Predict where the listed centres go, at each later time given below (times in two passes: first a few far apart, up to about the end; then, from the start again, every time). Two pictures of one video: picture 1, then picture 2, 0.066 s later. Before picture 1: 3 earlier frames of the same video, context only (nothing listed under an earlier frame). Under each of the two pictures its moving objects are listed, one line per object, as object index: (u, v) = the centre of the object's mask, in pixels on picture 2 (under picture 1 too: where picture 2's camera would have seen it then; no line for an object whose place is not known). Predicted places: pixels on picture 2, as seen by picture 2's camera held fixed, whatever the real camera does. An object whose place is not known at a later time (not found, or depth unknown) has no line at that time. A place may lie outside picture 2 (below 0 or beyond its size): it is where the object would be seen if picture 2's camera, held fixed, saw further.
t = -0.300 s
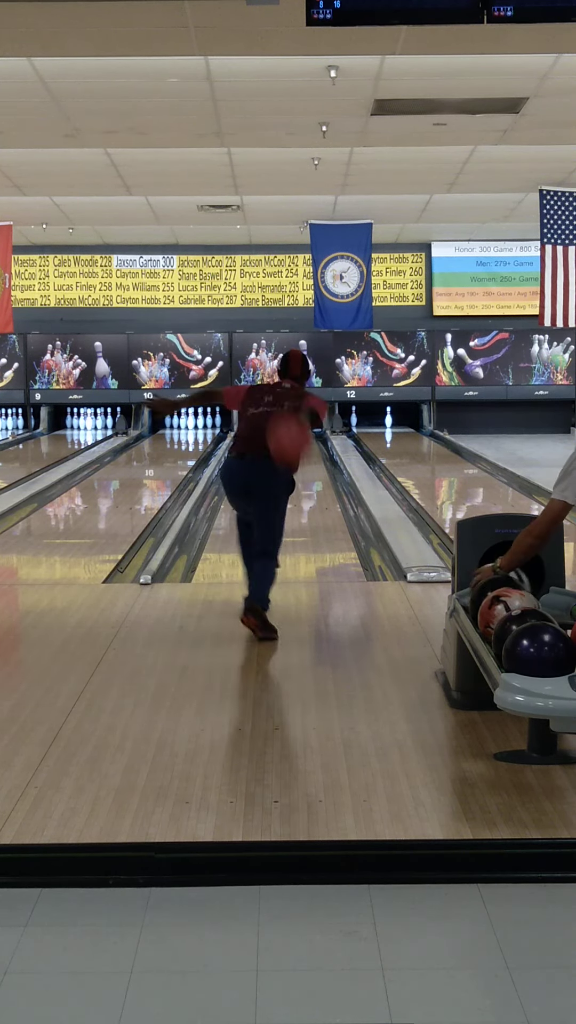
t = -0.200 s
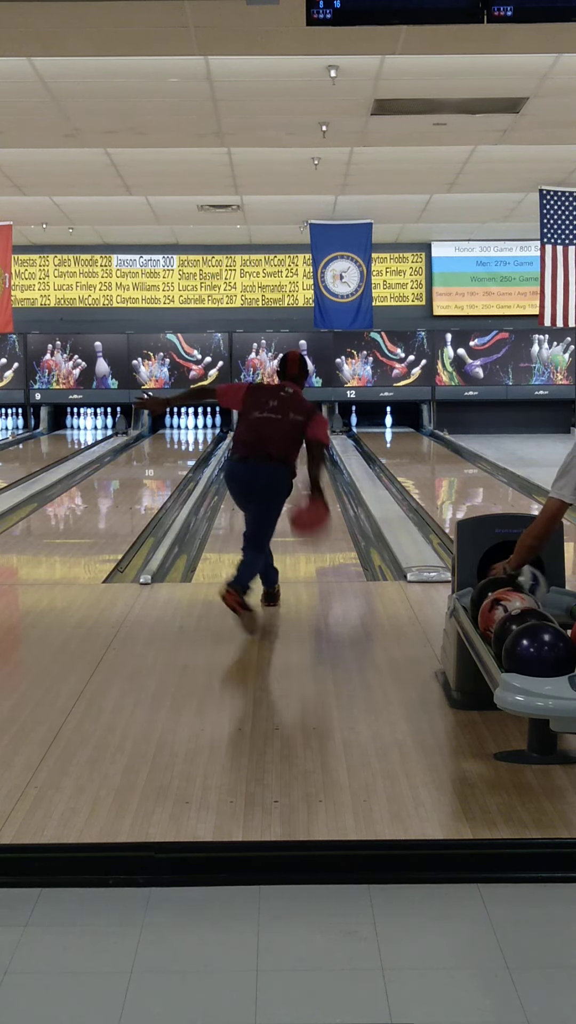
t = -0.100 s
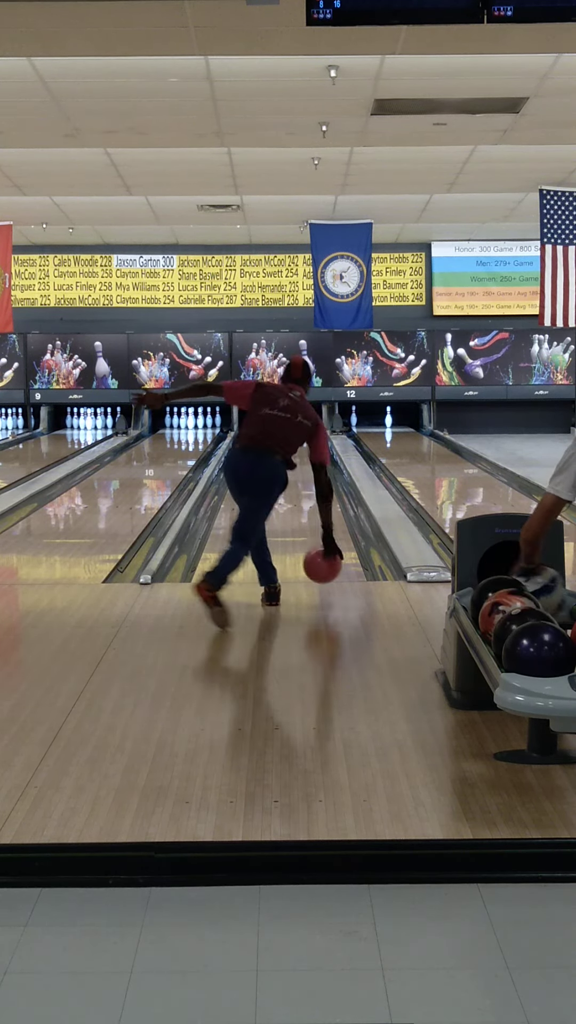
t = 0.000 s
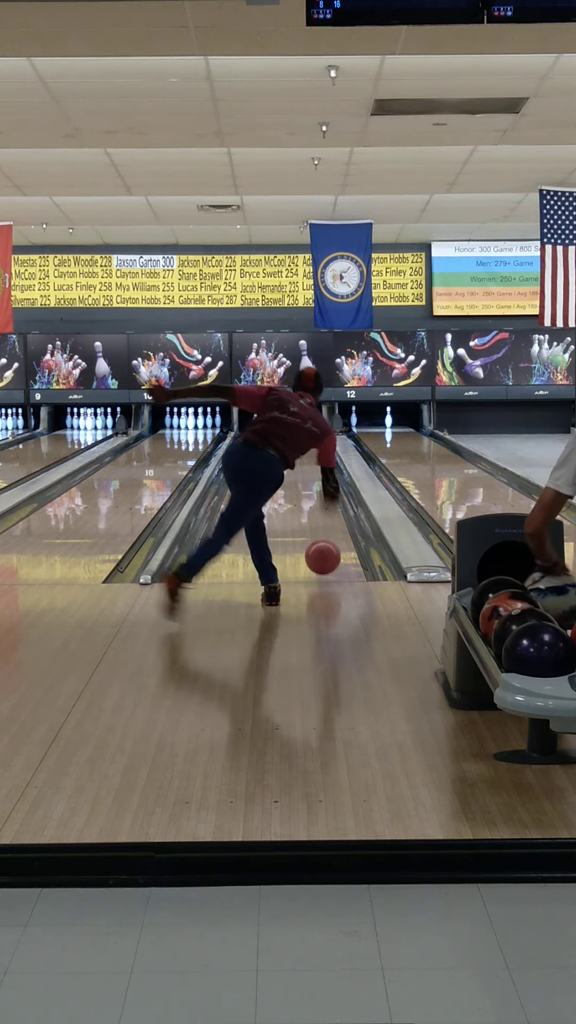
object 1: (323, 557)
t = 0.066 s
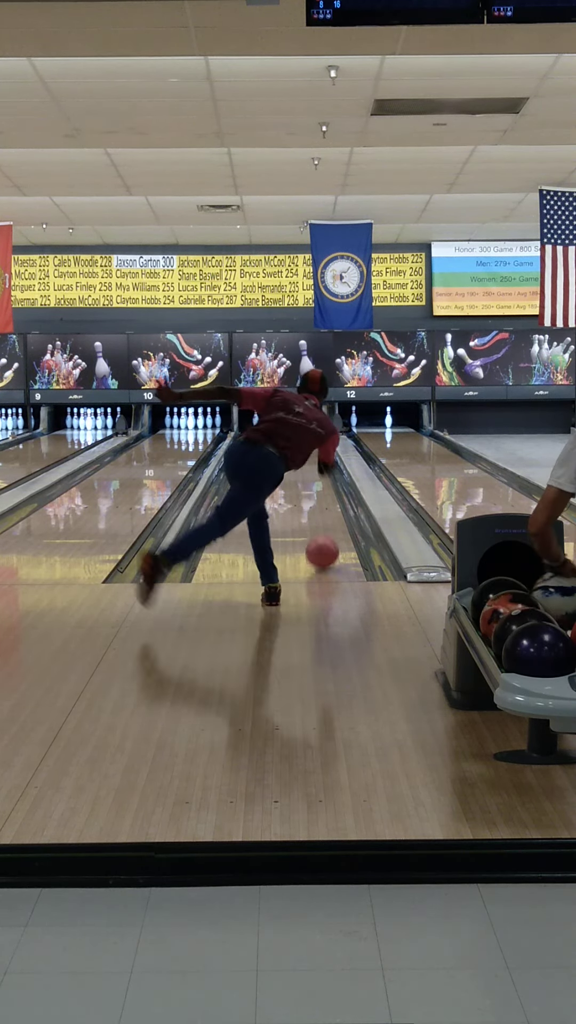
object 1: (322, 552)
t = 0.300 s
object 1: (320, 521)
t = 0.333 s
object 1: (320, 518)
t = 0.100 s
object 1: (322, 546)
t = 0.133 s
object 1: (321, 543)
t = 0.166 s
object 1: (321, 538)
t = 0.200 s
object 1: (321, 534)
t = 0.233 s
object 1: (320, 529)
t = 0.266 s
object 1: (320, 525)
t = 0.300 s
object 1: (320, 521)
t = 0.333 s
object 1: (320, 518)
